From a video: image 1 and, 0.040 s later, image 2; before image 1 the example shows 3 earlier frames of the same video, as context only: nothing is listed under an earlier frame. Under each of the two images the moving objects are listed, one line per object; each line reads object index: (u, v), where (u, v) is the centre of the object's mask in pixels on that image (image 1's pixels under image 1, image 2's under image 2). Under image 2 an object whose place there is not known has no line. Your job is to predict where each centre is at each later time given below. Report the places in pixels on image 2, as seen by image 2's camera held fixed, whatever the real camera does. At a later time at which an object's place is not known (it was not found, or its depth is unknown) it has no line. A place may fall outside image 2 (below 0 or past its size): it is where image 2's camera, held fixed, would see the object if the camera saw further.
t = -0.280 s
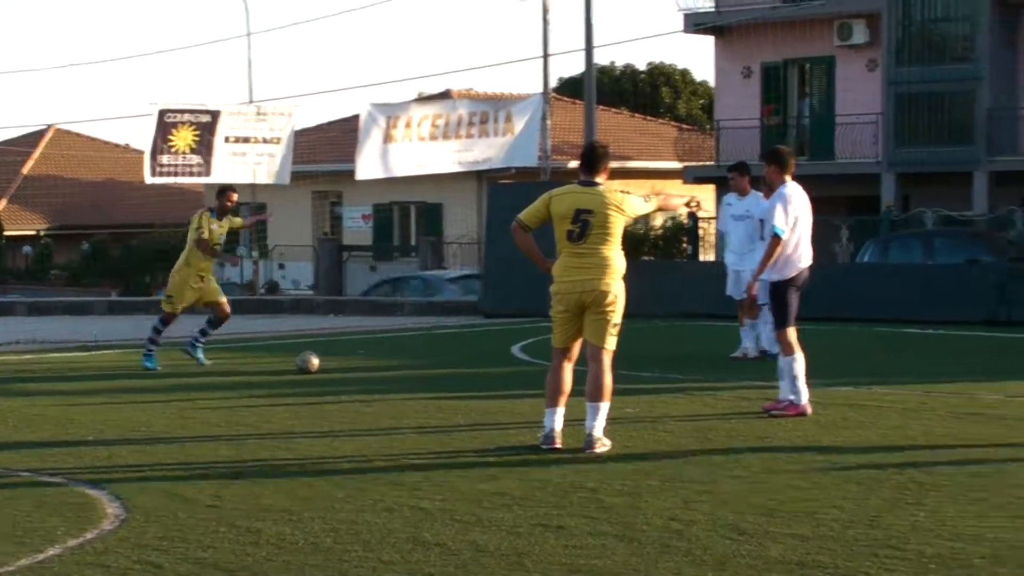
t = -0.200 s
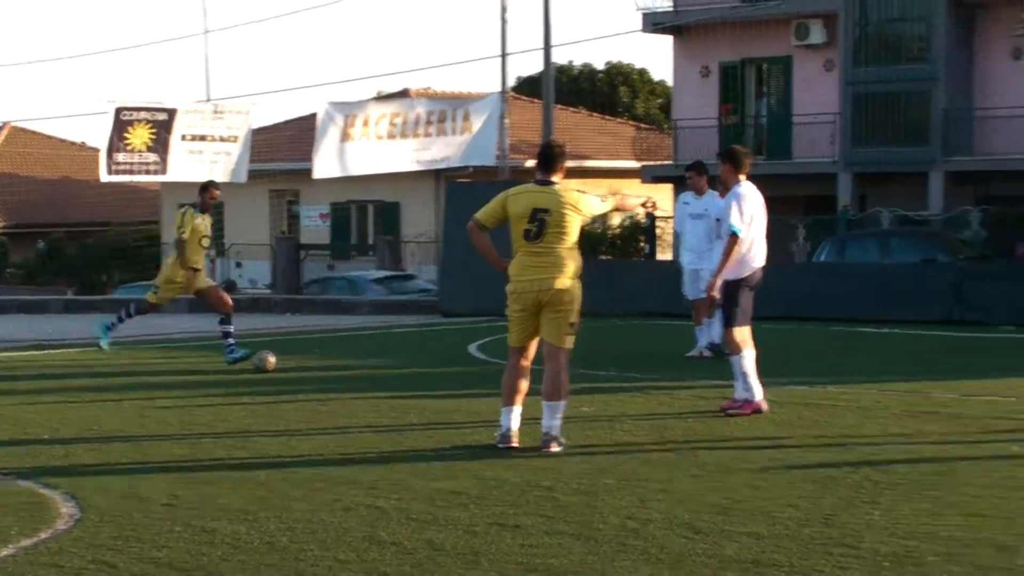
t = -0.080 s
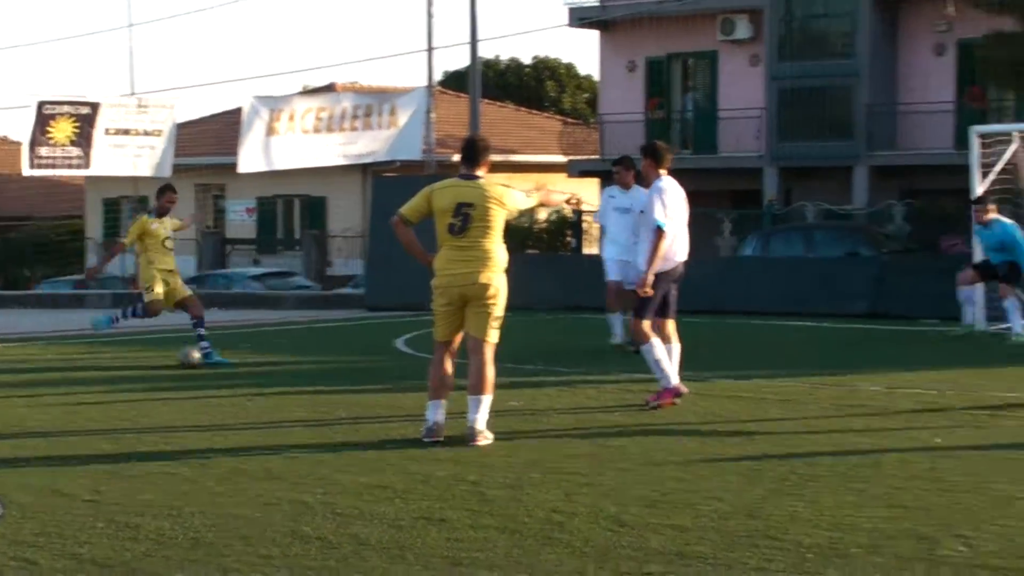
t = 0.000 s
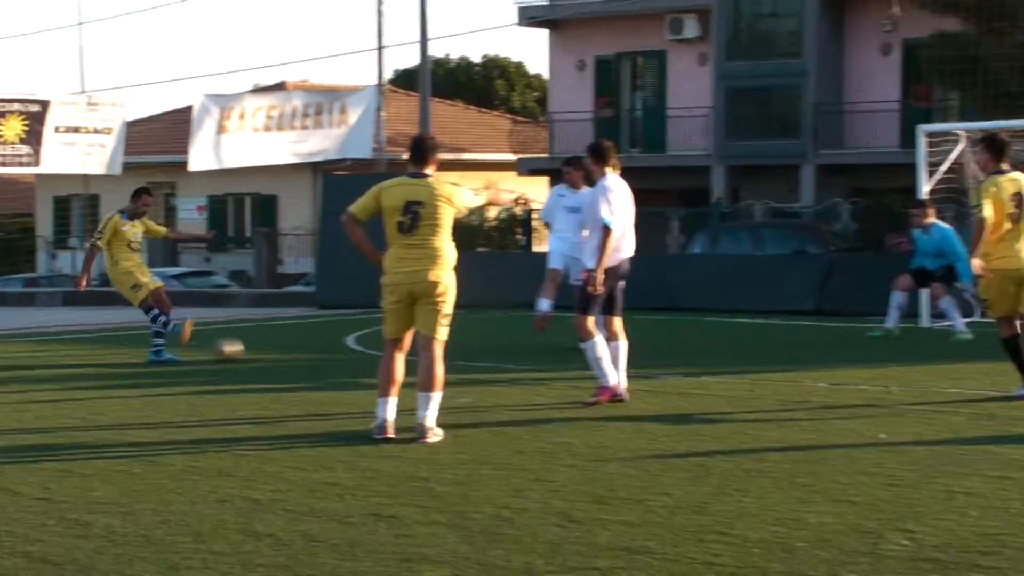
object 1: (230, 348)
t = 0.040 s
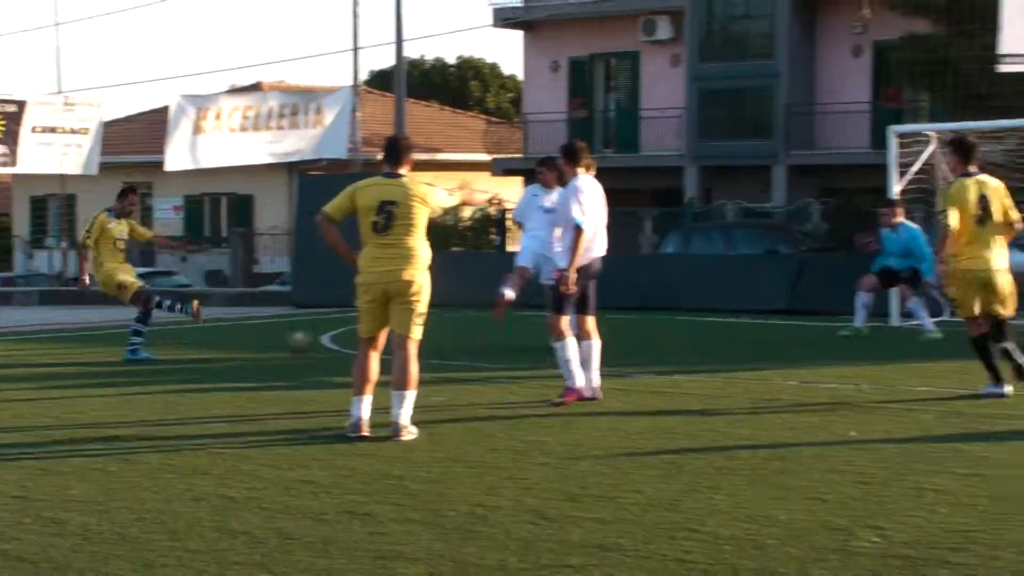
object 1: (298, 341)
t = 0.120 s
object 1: (479, 333)
